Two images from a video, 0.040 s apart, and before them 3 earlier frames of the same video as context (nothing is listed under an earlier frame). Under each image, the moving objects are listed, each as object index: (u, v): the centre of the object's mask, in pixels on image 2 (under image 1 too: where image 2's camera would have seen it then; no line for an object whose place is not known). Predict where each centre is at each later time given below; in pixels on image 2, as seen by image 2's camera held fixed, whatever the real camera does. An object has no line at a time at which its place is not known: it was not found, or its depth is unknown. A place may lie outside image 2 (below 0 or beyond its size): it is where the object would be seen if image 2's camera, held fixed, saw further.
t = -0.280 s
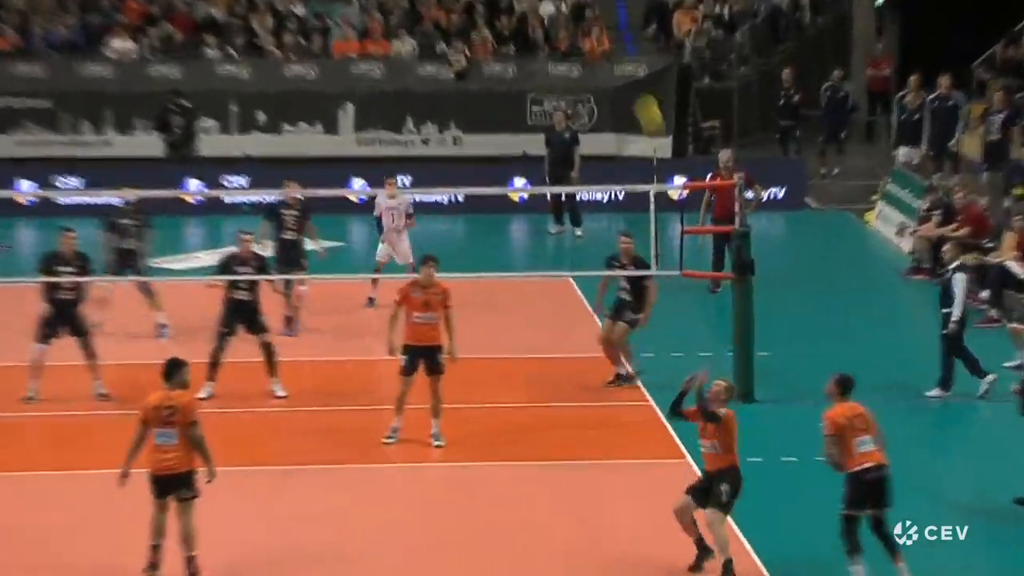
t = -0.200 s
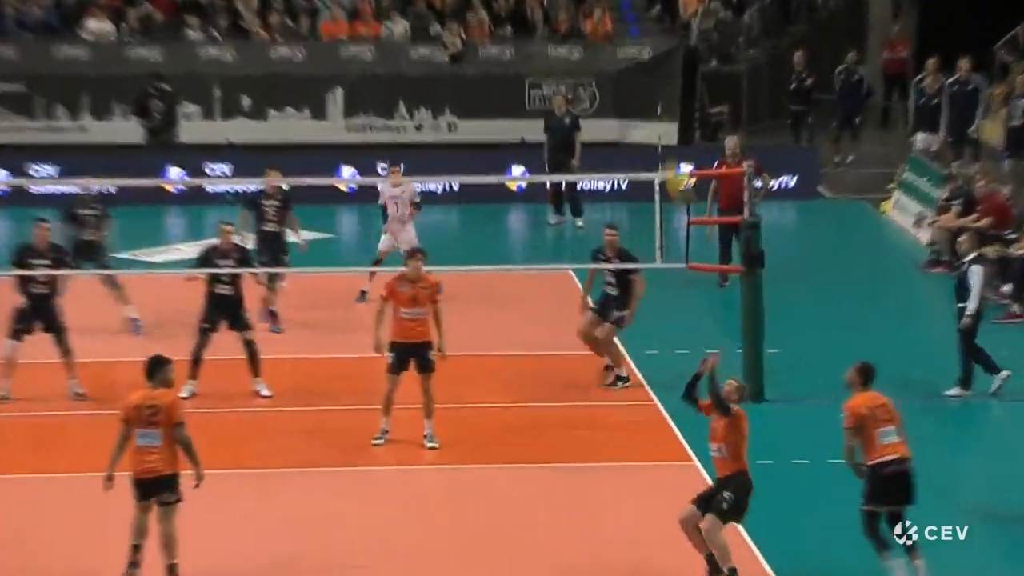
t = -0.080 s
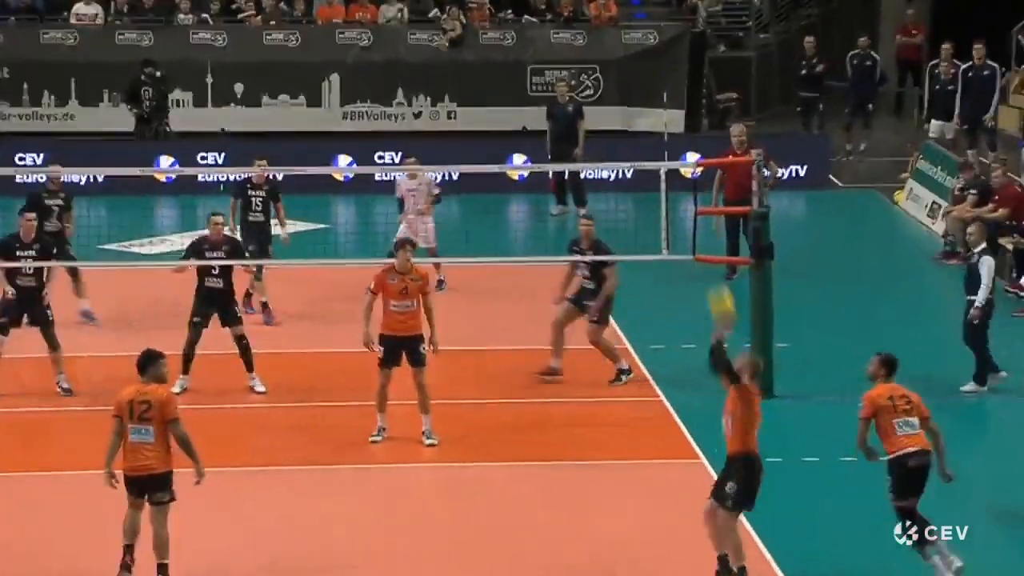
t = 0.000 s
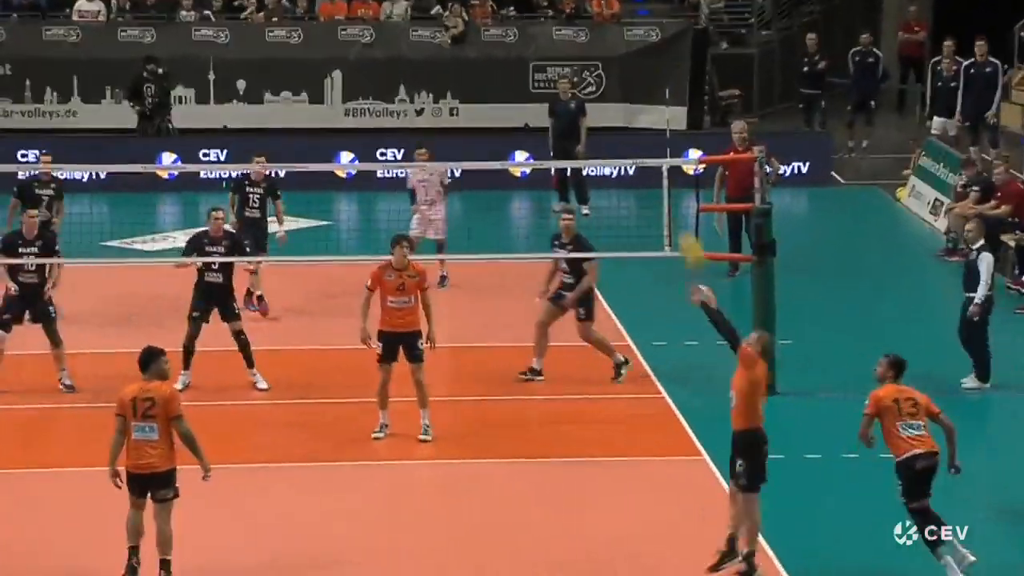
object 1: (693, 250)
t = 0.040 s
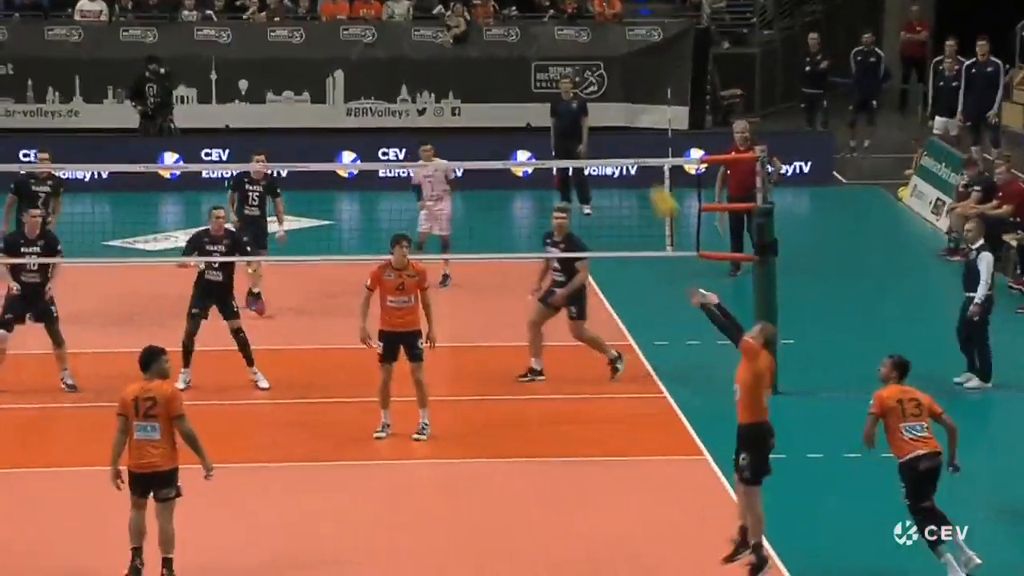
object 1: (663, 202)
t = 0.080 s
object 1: (635, 158)
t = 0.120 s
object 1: (606, 118)
